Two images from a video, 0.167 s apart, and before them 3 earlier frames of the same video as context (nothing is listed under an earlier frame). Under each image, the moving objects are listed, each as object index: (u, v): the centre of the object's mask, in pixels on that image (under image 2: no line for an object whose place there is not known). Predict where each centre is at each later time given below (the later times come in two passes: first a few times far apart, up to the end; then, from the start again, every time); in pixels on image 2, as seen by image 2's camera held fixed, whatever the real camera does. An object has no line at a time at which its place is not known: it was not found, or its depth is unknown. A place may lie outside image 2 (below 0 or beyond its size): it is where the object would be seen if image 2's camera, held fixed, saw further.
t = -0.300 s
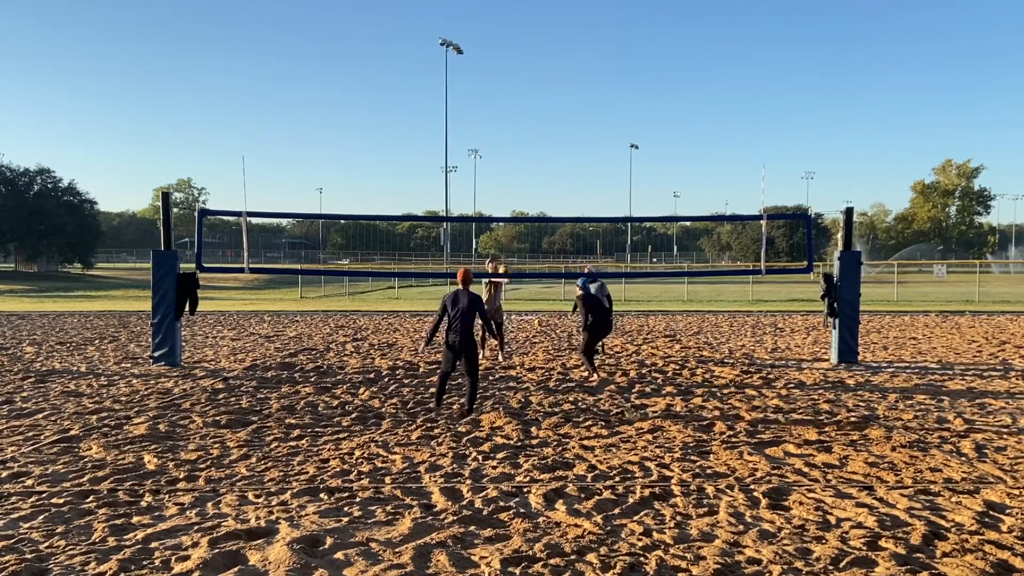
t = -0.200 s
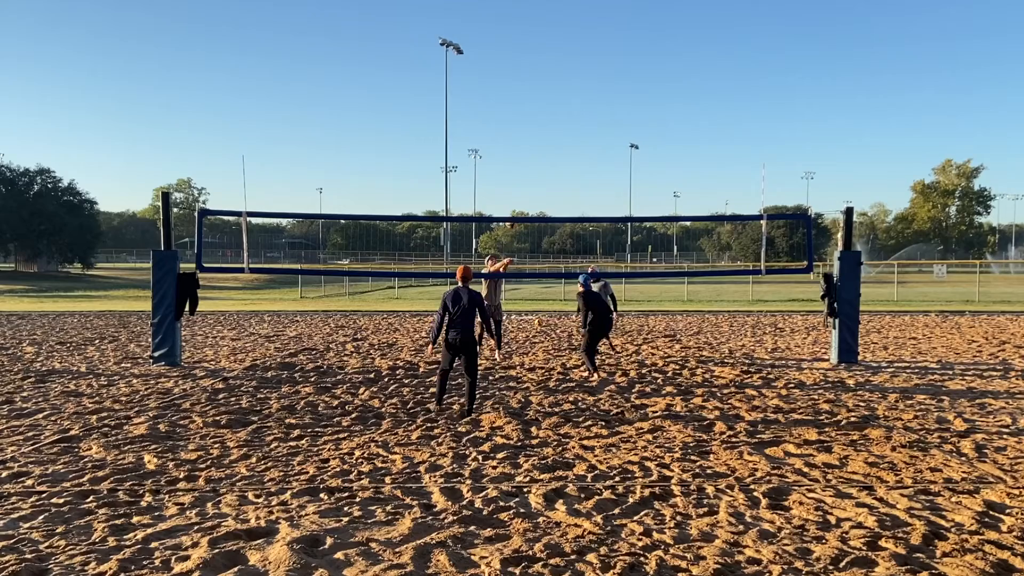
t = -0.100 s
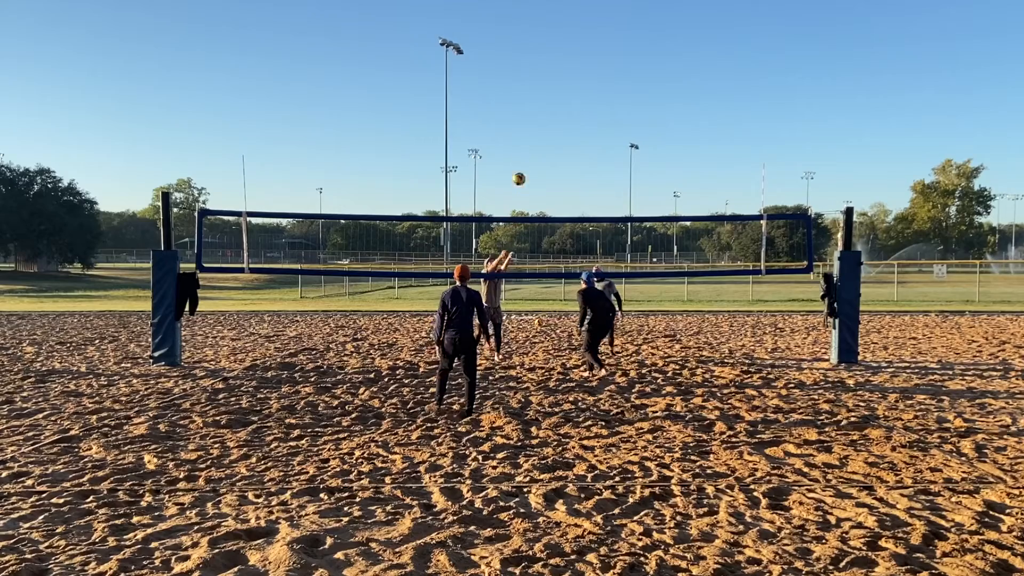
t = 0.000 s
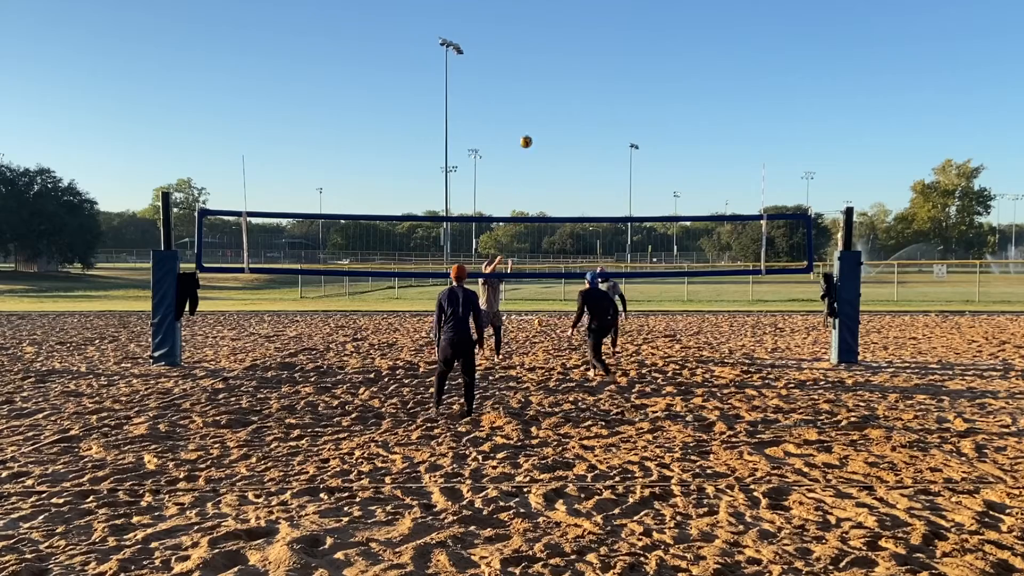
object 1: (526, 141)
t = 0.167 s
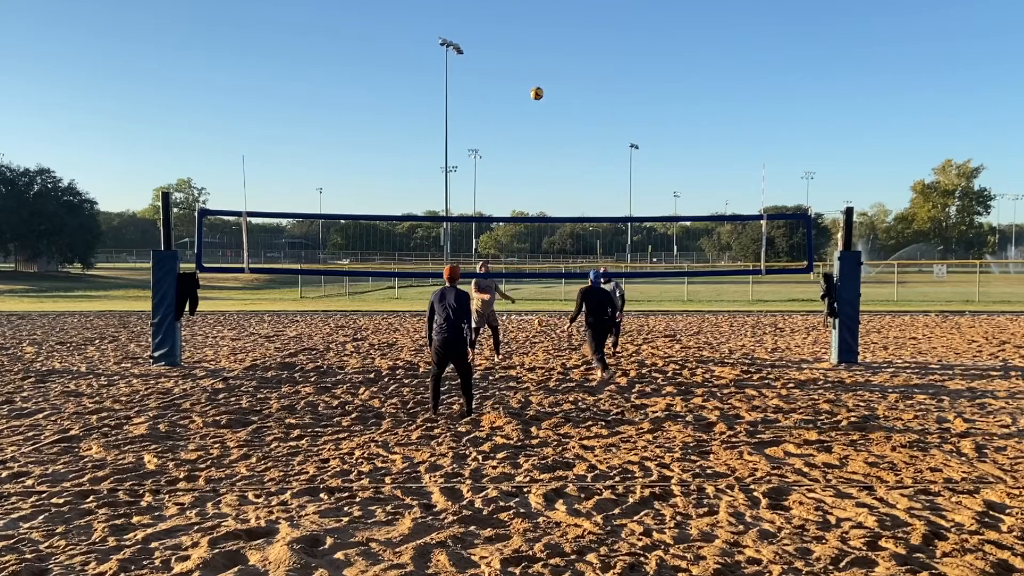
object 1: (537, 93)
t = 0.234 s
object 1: (541, 79)
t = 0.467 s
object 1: (556, 51)
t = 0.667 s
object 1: (568, 53)
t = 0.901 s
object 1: (583, 86)
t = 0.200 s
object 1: (539, 86)
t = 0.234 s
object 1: (541, 79)
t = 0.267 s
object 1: (543, 73)
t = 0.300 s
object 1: (545, 68)
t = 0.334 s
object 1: (547, 63)
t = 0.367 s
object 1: (549, 59)
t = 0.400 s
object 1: (551, 56)
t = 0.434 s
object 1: (553, 53)
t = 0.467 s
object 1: (556, 51)
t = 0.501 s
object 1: (558, 49)
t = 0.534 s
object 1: (560, 49)
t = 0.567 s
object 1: (562, 49)
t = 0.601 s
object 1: (564, 50)
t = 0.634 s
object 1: (566, 51)
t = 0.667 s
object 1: (568, 53)
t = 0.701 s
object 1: (570, 56)
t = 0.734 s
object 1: (572, 59)
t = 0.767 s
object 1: (575, 64)
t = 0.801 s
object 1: (576, 68)
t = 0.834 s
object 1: (578, 73)
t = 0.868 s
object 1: (581, 80)
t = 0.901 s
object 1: (583, 86)
